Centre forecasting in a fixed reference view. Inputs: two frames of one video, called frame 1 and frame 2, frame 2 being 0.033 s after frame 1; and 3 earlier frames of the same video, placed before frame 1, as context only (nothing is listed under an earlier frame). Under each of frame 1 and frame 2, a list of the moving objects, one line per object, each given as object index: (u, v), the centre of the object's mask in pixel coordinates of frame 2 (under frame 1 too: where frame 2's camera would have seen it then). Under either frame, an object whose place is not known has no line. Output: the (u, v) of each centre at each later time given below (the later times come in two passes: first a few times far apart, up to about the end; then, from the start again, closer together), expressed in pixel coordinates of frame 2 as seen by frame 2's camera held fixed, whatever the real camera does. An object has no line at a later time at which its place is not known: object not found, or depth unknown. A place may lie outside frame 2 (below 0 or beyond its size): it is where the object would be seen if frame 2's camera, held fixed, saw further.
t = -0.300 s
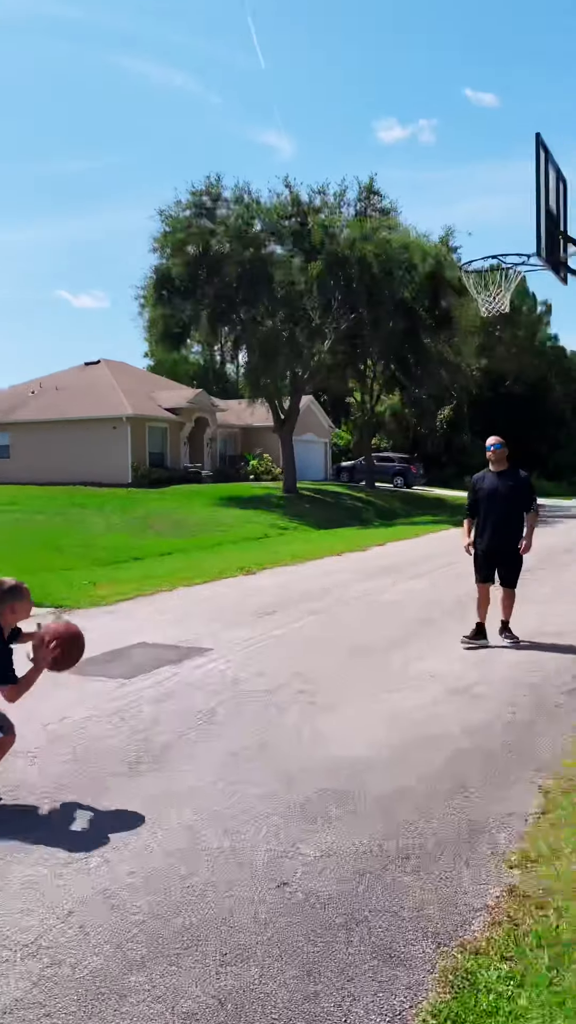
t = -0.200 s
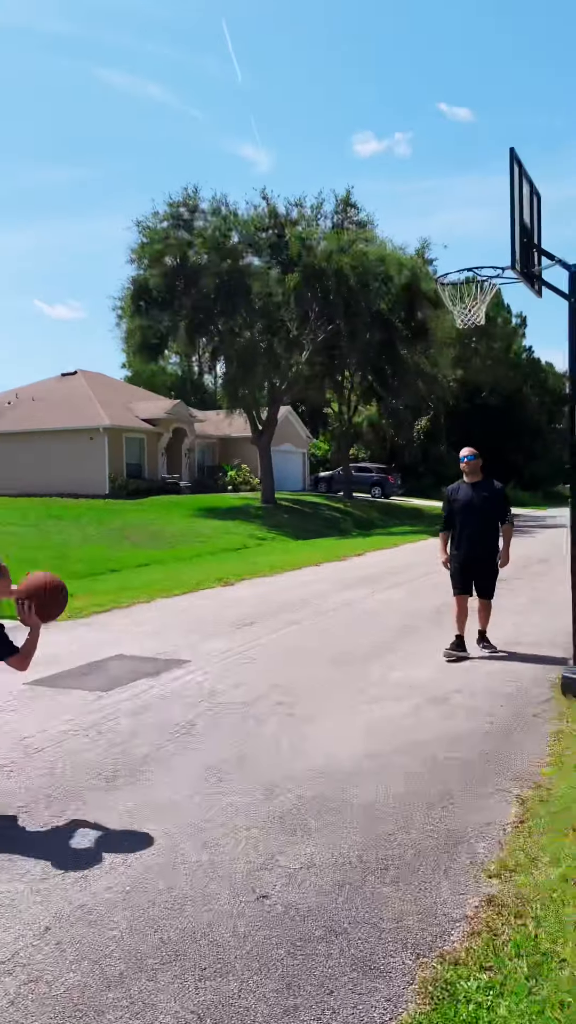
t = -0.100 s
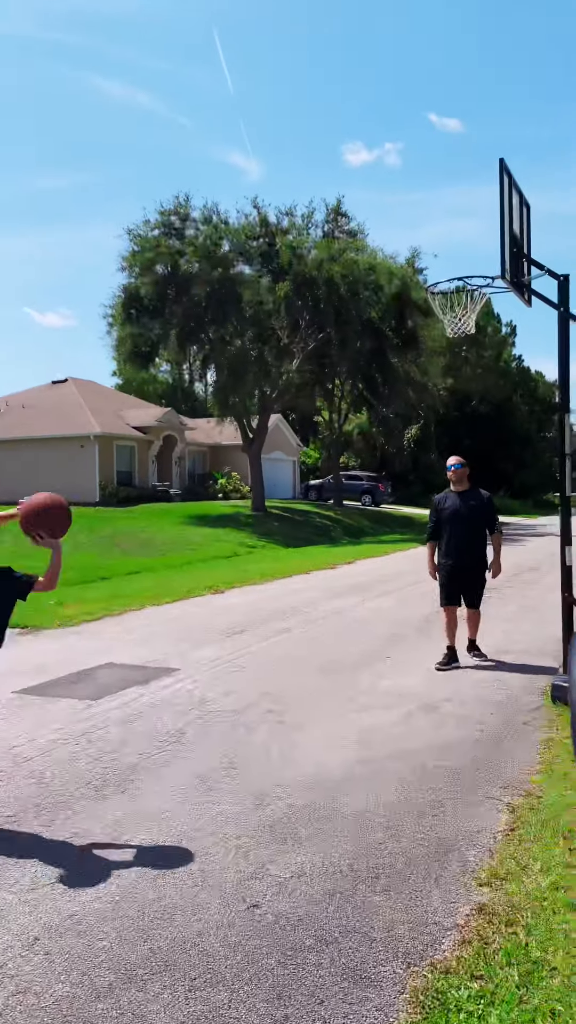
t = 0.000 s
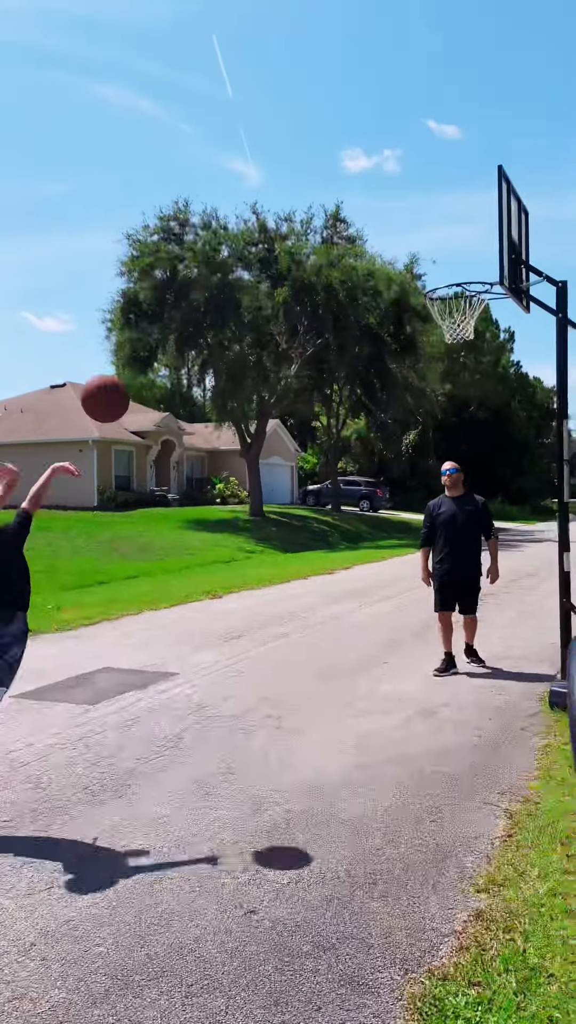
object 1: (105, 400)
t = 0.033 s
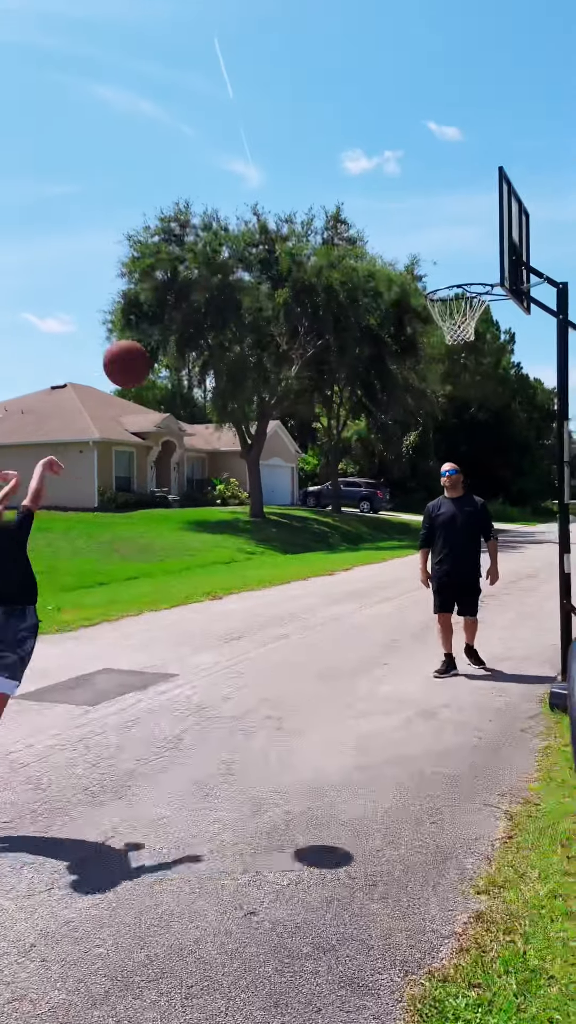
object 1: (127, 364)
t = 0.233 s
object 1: (236, 220)
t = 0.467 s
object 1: (337, 167)
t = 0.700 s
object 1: (418, 206)
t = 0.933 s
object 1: (461, 293)
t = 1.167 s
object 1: (447, 318)
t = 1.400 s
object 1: (479, 343)
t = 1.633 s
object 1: (509, 426)
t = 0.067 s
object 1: (146, 332)
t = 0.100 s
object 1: (165, 303)
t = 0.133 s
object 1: (184, 279)
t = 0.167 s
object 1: (203, 256)
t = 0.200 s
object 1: (220, 237)
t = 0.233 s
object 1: (236, 220)
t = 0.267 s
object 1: (252, 206)
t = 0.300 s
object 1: (268, 194)
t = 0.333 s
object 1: (282, 184)
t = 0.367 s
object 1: (297, 177)
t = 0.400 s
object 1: (311, 172)
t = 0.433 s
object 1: (324, 169)
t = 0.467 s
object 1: (337, 167)
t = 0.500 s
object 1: (350, 168)
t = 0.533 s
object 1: (362, 170)
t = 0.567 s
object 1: (374, 175)
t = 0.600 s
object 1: (385, 180)
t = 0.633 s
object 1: (396, 187)
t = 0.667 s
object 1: (407, 196)
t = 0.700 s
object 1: (418, 206)
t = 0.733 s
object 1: (428, 217)
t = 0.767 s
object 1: (438, 229)
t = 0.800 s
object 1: (448, 243)
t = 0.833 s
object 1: (457, 258)
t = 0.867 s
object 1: (466, 274)
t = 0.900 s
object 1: (471, 289)
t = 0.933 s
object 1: (461, 293)
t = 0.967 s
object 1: (449, 299)
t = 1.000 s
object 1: (440, 303)
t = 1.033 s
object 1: (435, 308)
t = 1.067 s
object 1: (435, 314)
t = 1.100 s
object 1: (438, 316)
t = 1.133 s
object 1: (443, 315)
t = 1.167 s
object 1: (447, 318)
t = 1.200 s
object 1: (452, 319)
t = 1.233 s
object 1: (456, 321)
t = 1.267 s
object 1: (462, 322)
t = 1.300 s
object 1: (469, 331)
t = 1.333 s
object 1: (471, 337)
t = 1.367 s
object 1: (474, 337)
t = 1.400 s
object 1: (479, 343)
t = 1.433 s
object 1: (484, 350)
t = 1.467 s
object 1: (488, 359)
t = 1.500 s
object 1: (493, 370)
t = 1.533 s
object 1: (497, 382)
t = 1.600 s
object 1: (505, 409)
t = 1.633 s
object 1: (509, 426)
